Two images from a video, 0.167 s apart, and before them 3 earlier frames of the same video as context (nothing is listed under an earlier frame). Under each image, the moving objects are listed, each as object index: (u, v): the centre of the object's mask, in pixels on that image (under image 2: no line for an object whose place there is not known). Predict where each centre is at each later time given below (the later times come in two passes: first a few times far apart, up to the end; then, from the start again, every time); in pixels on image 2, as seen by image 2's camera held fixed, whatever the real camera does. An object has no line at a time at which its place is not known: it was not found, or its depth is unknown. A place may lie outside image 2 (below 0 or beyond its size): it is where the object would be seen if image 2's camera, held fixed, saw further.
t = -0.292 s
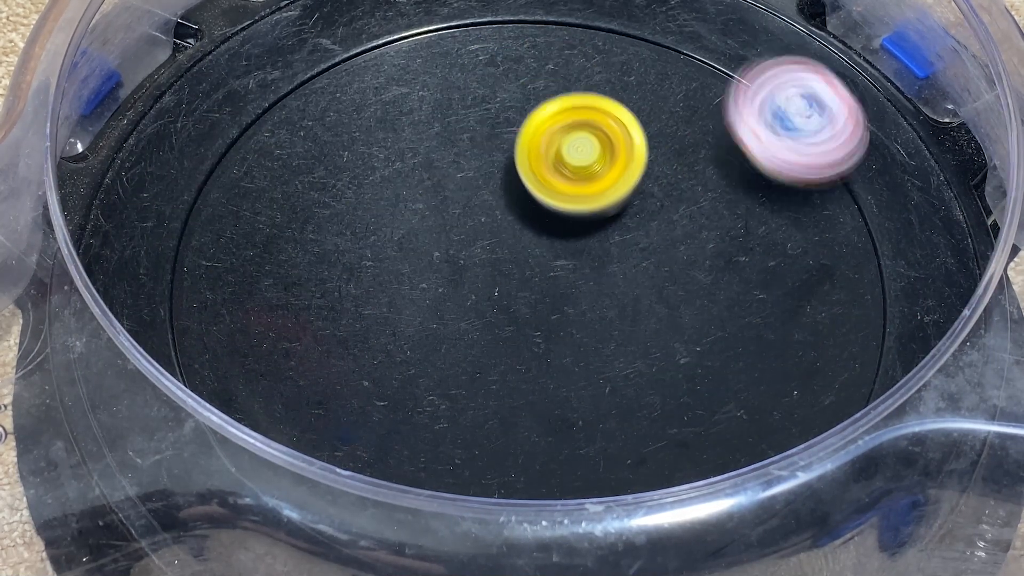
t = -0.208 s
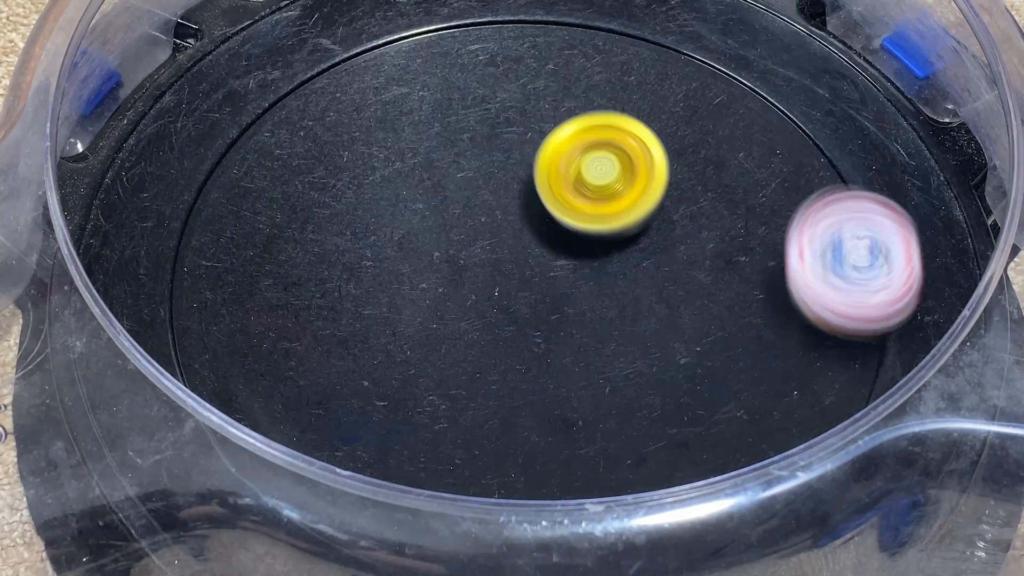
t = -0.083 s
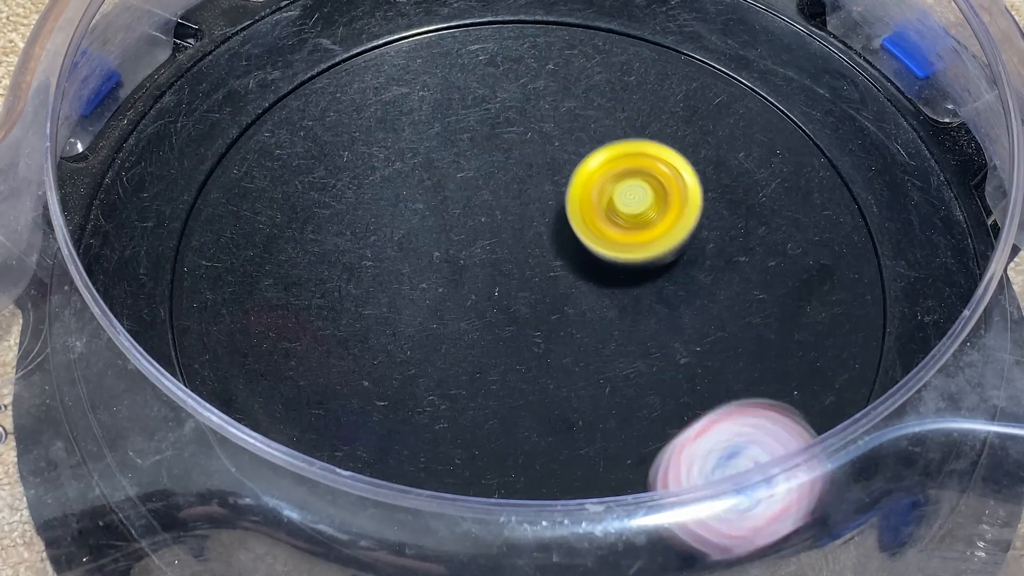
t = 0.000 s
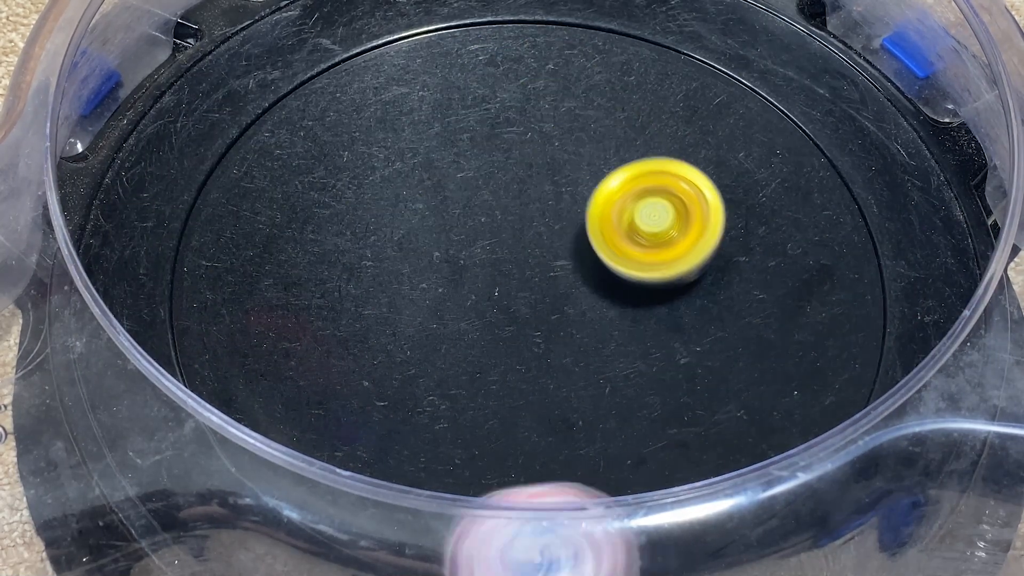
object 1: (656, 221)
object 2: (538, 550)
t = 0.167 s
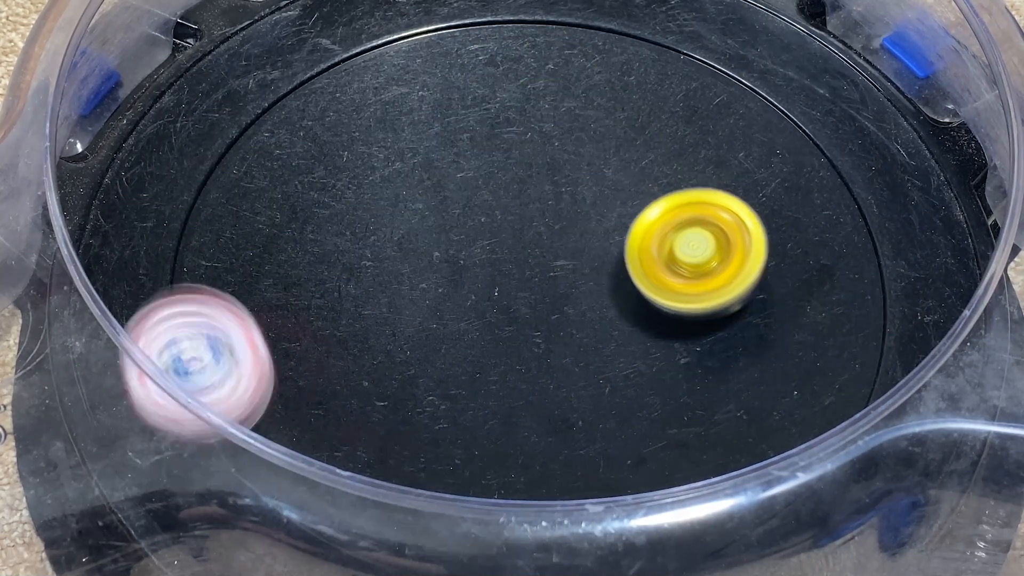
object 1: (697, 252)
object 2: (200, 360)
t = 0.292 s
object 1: (718, 269)
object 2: (228, 134)
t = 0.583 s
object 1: (730, 294)
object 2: (747, 83)
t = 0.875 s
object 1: (696, 316)
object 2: (662, 529)
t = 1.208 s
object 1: (589, 359)
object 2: (229, 141)
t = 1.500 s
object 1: (489, 396)
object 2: (734, 77)
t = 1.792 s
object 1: (421, 407)
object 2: (706, 519)
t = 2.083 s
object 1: (459, 267)
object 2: (252, 295)
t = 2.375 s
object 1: (678, 245)
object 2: (448, 57)
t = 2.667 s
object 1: (801, 343)
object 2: (686, 232)
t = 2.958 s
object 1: (680, 373)
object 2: (341, 301)
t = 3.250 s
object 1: (566, 236)
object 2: (392, 99)
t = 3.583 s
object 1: (558, 221)
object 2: (784, 334)
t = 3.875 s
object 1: (550, 249)
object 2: (375, 504)
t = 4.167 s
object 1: (574, 277)
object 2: (328, 124)
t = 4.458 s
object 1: (592, 287)
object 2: (798, 135)
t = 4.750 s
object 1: (575, 287)
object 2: (701, 513)
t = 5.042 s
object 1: (542, 301)
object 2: (258, 281)
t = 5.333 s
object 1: (524, 317)
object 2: (555, 23)
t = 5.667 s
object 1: (520, 309)
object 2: (835, 330)
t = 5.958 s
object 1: (501, 283)
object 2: (324, 416)
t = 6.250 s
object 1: (479, 267)
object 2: (298, 68)
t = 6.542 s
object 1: (478, 266)
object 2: (726, 122)
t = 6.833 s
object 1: (508, 257)
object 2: (636, 508)
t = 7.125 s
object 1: (529, 243)
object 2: (215, 343)
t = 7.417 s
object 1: (541, 238)
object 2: (476, 75)
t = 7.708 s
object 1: (554, 245)
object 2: (843, 250)
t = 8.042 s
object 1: (569, 264)
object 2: (482, 516)
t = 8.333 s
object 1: (581, 277)
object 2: (307, 171)
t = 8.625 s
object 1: (573, 285)
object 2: (654, 46)
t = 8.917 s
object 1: (548, 296)
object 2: (785, 361)
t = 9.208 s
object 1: (529, 310)
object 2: (327, 410)
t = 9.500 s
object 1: (523, 305)
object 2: (306, 103)
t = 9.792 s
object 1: (502, 284)
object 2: (697, 142)
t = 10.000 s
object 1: (486, 275)
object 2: (759, 387)
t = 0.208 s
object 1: (705, 259)
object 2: (179, 283)
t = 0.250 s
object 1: (712, 264)
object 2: (190, 204)
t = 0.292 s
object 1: (718, 269)
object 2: (228, 134)
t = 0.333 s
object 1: (723, 274)
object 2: (285, 78)
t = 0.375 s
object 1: (727, 278)
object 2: (354, 42)
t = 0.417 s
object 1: (729, 282)
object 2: (434, 28)
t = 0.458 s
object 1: (731, 286)
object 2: (519, 25)
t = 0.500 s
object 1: (731, 289)
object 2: (602, 31)
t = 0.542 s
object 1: (731, 292)
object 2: (678, 47)
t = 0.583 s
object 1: (730, 294)
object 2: (747, 83)
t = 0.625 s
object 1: (728, 296)
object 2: (805, 138)
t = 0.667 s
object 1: (726, 299)
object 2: (847, 202)
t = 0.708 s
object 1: (722, 301)
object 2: (870, 277)
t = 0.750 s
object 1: (717, 303)
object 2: (860, 344)
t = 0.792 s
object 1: (711, 307)
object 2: (837, 428)
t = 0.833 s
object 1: (705, 311)
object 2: (765, 492)
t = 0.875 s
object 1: (696, 316)
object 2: (662, 529)
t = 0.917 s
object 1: (686, 320)
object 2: (542, 549)
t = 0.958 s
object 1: (677, 325)
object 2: (423, 541)
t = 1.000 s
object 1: (665, 330)
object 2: (323, 500)
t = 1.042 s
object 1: (652, 335)
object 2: (247, 429)
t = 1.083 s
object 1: (638, 341)
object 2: (209, 346)
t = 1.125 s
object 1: (623, 347)
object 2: (183, 280)
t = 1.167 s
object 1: (606, 353)
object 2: (194, 206)
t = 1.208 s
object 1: (589, 359)
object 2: (229, 141)
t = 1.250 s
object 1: (572, 366)
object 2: (284, 88)
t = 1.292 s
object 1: (556, 373)
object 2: (350, 50)
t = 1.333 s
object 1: (541, 379)
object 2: (424, 34)
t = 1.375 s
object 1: (527, 384)
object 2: (505, 30)
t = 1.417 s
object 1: (514, 388)
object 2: (585, 33)
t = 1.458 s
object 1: (501, 392)
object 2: (662, 45)
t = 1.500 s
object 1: (489, 396)
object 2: (734, 77)
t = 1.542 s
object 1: (476, 400)
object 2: (802, 123)
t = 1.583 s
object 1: (465, 402)
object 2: (857, 178)
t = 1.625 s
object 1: (454, 404)
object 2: (881, 246)
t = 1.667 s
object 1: (445, 406)
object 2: (877, 320)
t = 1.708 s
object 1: (436, 407)
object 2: (850, 396)
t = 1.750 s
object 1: (428, 407)
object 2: (790, 464)
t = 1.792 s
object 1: (421, 407)
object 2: (706, 519)
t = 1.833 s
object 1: (414, 405)
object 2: (602, 535)
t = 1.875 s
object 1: (409, 403)
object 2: (493, 537)
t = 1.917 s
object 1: (404, 399)
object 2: (393, 524)
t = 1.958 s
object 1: (412, 377)
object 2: (319, 482)
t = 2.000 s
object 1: (429, 337)
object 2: (287, 416)
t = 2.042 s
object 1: (444, 300)
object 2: (261, 357)
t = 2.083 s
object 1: (459, 267)
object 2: (252, 295)
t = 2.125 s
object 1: (470, 238)
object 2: (265, 235)
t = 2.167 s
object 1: (478, 214)
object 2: (298, 183)
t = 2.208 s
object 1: (482, 195)
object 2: (346, 142)
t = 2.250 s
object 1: (510, 193)
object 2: (372, 89)
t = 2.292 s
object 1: (571, 213)
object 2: (363, 33)
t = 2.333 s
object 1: (627, 231)
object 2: (403, 35)
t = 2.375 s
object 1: (678, 245)
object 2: (448, 57)
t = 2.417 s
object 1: (719, 256)
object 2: (500, 85)
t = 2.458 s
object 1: (750, 265)
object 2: (557, 114)
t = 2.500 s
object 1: (769, 268)
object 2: (617, 146)
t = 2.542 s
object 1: (775, 270)
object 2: (669, 185)
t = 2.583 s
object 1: (793, 292)
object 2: (689, 201)
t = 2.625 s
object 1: (803, 321)
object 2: (692, 213)
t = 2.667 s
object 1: (801, 343)
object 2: (686, 232)
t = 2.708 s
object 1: (786, 359)
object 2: (675, 258)
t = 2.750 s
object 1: (761, 367)
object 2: (655, 290)
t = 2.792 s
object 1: (753, 373)
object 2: (600, 306)
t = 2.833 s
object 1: (744, 389)
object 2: (528, 318)
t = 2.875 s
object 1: (728, 393)
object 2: (458, 323)
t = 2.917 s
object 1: (706, 388)
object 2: (394, 317)
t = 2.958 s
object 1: (680, 373)
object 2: (341, 301)
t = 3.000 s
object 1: (652, 352)
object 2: (301, 277)
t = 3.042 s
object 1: (626, 328)
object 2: (277, 248)
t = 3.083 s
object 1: (603, 302)
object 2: (268, 215)
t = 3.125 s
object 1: (585, 277)
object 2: (276, 181)
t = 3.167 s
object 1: (572, 257)
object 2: (300, 149)
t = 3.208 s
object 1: (567, 243)
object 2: (338, 120)
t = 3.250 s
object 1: (566, 236)
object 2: (392, 99)
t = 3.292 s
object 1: (566, 232)
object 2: (454, 90)
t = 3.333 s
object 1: (566, 230)
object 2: (521, 93)
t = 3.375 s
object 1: (565, 227)
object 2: (589, 109)
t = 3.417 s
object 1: (564, 225)
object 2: (651, 138)
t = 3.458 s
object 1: (563, 224)
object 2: (705, 176)
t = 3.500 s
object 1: (562, 222)
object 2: (747, 223)
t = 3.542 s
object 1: (560, 221)
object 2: (773, 276)
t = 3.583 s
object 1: (558, 221)
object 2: (784, 334)
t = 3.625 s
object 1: (555, 221)
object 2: (772, 391)
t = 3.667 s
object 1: (552, 224)
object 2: (746, 443)
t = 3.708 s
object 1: (550, 228)
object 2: (699, 501)
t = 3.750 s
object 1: (548, 232)
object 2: (632, 529)
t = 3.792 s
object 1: (548, 238)
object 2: (544, 532)
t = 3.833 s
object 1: (549, 243)
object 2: (456, 523)
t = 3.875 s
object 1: (550, 249)
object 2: (375, 504)
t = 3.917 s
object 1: (553, 254)
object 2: (300, 463)
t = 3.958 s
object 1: (556, 259)
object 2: (246, 410)
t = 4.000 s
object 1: (559, 263)
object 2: (223, 345)
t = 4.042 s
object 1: (562, 267)
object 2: (215, 285)
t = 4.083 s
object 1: (566, 271)
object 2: (235, 223)
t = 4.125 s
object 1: (570, 274)
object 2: (275, 169)
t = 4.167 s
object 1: (574, 277)
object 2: (328, 124)
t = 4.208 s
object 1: (578, 280)
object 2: (390, 92)
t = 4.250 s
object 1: (581, 282)
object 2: (459, 71)
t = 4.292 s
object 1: (584, 284)
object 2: (529, 62)
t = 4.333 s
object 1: (587, 285)
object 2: (599, 65)
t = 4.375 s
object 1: (589, 286)
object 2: (670, 78)
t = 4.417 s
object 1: (591, 286)
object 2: (736, 102)
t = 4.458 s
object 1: (592, 287)
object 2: (798, 135)
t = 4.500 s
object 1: (593, 287)
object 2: (850, 178)
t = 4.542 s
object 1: (593, 286)
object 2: (874, 233)
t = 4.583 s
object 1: (591, 286)
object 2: (868, 298)
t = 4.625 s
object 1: (588, 286)
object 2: (847, 355)
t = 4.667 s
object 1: (584, 285)
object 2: (822, 420)
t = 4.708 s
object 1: (580, 286)
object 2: (774, 476)
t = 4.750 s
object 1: (575, 287)
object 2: (701, 513)
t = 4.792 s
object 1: (570, 288)
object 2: (613, 527)
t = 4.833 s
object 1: (565, 290)
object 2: (519, 526)
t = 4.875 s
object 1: (560, 292)
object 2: (432, 511)
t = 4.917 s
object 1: (554, 294)
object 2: (358, 470)
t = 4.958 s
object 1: (550, 296)
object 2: (307, 404)
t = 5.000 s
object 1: (546, 299)
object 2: (269, 350)
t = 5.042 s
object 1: (542, 301)
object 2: (258, 281)
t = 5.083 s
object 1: (538, 304)
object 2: (267, 217)
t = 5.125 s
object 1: (535, 306)
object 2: (291, 159)
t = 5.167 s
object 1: (532, 309)
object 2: (329, 110)
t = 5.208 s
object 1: (529, 311)
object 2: (376, 69)
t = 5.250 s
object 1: (527, 314)
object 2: (430, 42)
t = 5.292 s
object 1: (525, 315)
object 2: (491, 29)
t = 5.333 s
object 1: (524, 317)
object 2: (555, 23)
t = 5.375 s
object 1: (522, 318)
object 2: (623, 27)
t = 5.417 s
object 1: (521, 319)
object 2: (683, 39)
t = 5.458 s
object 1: (521, 320)
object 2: (739, 59)
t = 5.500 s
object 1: (520, 319)
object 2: (790, 98)
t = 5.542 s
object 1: (520, 318)
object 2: (828, 146)
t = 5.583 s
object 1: (521, 316)
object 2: (852, 202)
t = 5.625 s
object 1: (520, 313)
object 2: (855, 266)
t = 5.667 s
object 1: (520, 309)
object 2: (835, 330)
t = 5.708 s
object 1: (518, 305)
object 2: (789, 386)
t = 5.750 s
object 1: (516, 301)
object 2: (721, 427)
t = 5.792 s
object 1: (514, 297)
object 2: (641, 454)
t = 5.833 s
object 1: (511, 293)
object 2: (556, 466)
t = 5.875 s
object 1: (507, 290)
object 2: (472, 462)
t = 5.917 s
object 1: (504, 286)
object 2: (389, 459)
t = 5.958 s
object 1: (501, 283)
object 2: (324, 416)
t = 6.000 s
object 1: (498, 280)
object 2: (266, 375)
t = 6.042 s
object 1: (495, 277)
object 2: (226, 324)
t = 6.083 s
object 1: (492, 275)
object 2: (207, 265)
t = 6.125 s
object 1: (488, 272)
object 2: (204, 206)
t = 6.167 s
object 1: (485, 270)
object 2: (218, 150)
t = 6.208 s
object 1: (482, 269)
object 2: (249, 103)
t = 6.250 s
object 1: (479, 267)
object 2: (298, 68)
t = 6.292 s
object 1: (478, 267)
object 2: (352, 44)
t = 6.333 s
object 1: (476, 266)
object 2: (413, 34)
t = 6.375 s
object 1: (475, 266)
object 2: (481, 31)
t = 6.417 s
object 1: (474, 266)
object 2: (548, 35)
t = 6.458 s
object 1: (474, 266)
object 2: (613, 47)
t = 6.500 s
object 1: (476, 266)
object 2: (674, 78)
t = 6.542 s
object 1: (478, 266)
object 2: (726, 122)
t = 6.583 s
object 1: (481, 265)
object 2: (766, 175)
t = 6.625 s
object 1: (484, 265)
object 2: (790, 236)
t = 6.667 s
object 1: (489, 264)
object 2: (797, 299)
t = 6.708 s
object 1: (493, 262)
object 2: (784, 363)
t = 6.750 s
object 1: (498, 261)
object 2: (749, 411)
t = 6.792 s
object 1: (503, 259)
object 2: (703, 466)
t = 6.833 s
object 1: (508, 257)
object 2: (636, 508)
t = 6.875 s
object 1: (512, 255)
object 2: (562, 524)
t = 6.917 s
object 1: (515, 253)
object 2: (481, 529)
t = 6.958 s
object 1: (518, 251)
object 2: (404, 523)
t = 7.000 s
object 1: (521, 249)
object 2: (333, 503)
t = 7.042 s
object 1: (524, 247)
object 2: (272, 459)
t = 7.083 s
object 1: (527, 245)
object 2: (234, 405)
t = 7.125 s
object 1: (529, 243)
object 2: (215, 343)
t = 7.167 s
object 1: (531, 242)
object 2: (205, 289)
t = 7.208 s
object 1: (533, 241)
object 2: (220, 233)
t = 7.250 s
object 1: (534, 241)
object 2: (251, 182)
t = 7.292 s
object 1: (536, 240)
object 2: (296, 140)
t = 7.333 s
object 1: (538, 239)
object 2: (350, 108)
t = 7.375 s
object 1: (540, 239)
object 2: (411, 86)
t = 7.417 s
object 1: (541, 238)
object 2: (476, 75)
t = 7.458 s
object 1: (543, 238)
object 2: (542, 74)
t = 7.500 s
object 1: (545, 239)
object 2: (605, 82)
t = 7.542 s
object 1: (546, 240)
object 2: (668, 100)
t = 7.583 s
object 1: (548, 241)
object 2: (724, 125)
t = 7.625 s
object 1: (550, 242)
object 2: (774, 160)
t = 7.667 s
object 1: (552, 244)
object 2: (815, 201)
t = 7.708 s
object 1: (554, 245)
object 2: (843, 250)
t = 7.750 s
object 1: (555, 247)
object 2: (856, 304)
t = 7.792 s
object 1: (557, 249)
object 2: (847, 354)
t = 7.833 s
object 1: (558, 252)
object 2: (829, 412)
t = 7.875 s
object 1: (560, 254)
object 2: (788, 461)
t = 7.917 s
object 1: (562, 257)
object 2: (724, 501)
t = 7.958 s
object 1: (564, 259)
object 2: (650, 520)
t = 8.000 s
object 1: (566, 262)
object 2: (564, 525)
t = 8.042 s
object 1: (569, 264)
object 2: (482, 516)
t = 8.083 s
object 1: (572, 266)
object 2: (409, 491)
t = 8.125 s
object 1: (574, 269)
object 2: (355, 431)
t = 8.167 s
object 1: (576, 271)
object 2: (308, 391)
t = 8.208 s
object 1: (578, 273)
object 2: (282, 336)
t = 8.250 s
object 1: (580, 274)
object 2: (275, 277)
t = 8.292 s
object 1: (581, 276)
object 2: (285, 221)
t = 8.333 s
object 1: (581, 277)
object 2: (307, 171)
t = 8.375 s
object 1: (581, 278)
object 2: (339, 128)
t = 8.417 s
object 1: (581, 280)
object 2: (380, 93)
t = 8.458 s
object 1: (581, 281)
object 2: (428, 64)
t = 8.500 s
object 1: (580, 282)
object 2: (481, 46)
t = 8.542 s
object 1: (578, 283)
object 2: (537, 40)
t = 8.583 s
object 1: (576, 284)
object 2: (595, 39)
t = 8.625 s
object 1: (573, 285)
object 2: (654, 46)
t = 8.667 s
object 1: (570, 286)
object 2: (707, 64)
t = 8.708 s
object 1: (566, 287)
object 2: (757, 96)
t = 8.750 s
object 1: (563, 289)
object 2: (795, 137)
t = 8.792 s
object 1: (559, 290)
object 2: (819, 189)
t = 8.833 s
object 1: (555, 292)
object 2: (828, 245)
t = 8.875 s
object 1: (551, 294)
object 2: (816, 305)
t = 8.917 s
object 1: (548, 296)
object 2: (785, 361)
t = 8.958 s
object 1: (545, 299)
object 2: (734, 407)
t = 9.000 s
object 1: (542, 301)
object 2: (672, 438)
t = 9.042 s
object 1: (539, 303)
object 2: (601, 455)
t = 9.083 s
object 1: (536, 305)
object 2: (526, 460)
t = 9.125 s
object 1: (533, 307)
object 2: (454, 454)
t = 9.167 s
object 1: (531, 308)
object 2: (387, 438)
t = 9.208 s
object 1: (529, 310)
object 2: (327, 410)
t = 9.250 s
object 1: (528, 311)
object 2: (277, 374)
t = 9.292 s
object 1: (527, 312)
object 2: (244, 327)
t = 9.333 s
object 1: (526, 312)
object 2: (227, 276)
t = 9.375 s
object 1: (526, 311)
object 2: (227, 224)
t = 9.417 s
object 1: (525, 310)
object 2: (240, 178)
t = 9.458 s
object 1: (524, 308)
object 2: (267, 137)
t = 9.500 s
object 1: (523, 305)
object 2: (306, 103)
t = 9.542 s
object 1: (521, 302)
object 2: (355, 77)
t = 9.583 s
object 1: (519, 299)
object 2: (411, 61)
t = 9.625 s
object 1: (517, 295)
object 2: (471, 56)
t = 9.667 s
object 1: (514, 292)
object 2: (533, 64)
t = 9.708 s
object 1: (510, 289)
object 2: (593, 81)
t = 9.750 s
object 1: (506, 287)
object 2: (649, 107)
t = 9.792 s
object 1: (502, 284)
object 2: (697, 142)
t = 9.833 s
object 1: (498, 282)
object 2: (734, 183)
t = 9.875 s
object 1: (495, 280)
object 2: (762, 232)
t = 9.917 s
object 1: (492, 278)
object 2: (776, 282)
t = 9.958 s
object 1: (489, 277)
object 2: (775, 335)
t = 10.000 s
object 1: (486, 275)
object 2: (759, 387)
